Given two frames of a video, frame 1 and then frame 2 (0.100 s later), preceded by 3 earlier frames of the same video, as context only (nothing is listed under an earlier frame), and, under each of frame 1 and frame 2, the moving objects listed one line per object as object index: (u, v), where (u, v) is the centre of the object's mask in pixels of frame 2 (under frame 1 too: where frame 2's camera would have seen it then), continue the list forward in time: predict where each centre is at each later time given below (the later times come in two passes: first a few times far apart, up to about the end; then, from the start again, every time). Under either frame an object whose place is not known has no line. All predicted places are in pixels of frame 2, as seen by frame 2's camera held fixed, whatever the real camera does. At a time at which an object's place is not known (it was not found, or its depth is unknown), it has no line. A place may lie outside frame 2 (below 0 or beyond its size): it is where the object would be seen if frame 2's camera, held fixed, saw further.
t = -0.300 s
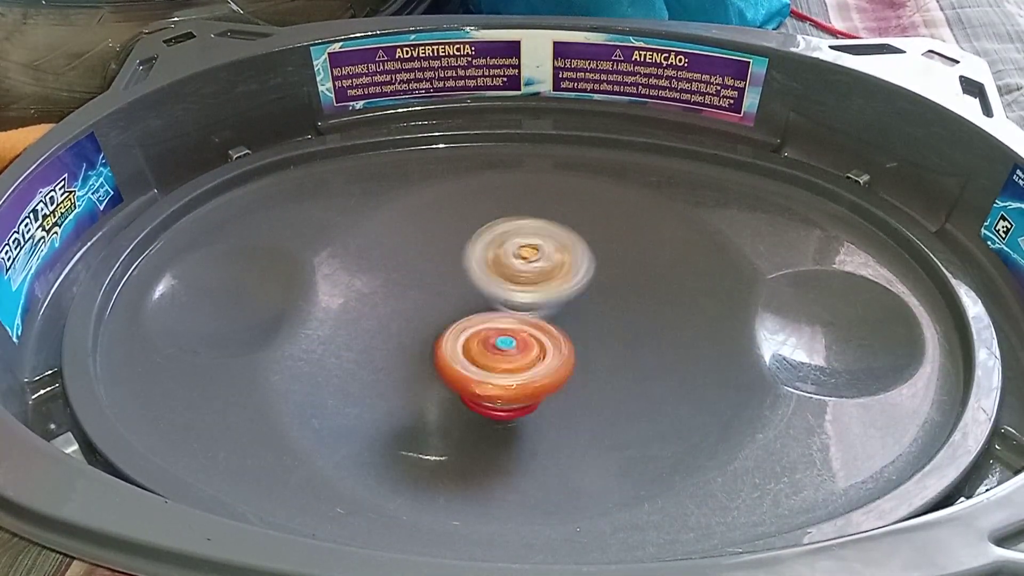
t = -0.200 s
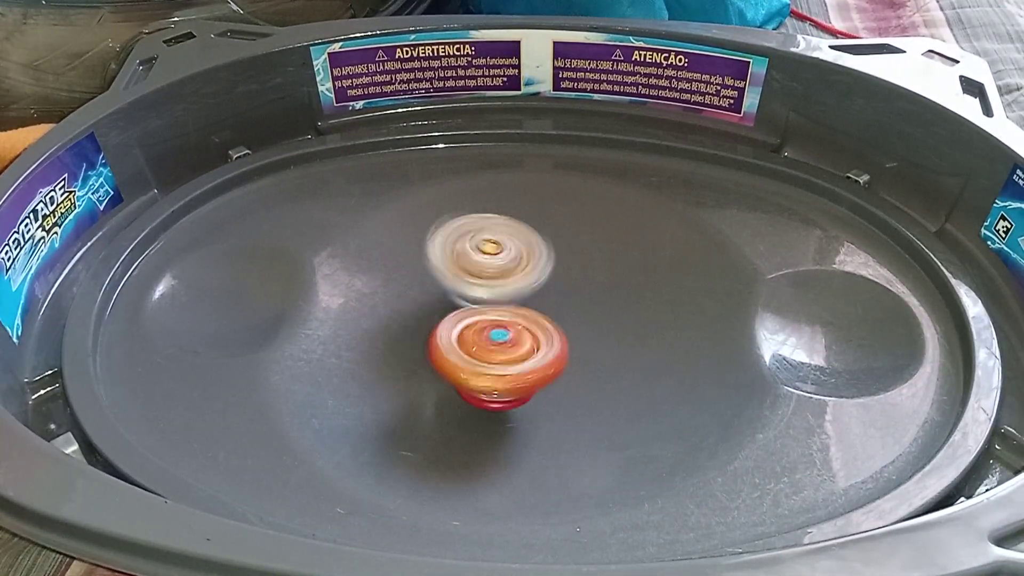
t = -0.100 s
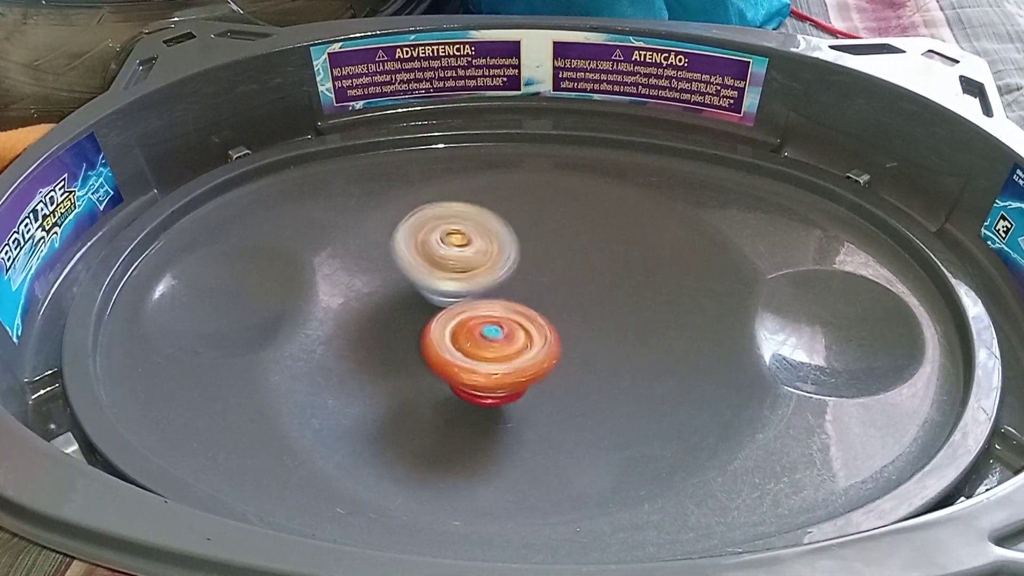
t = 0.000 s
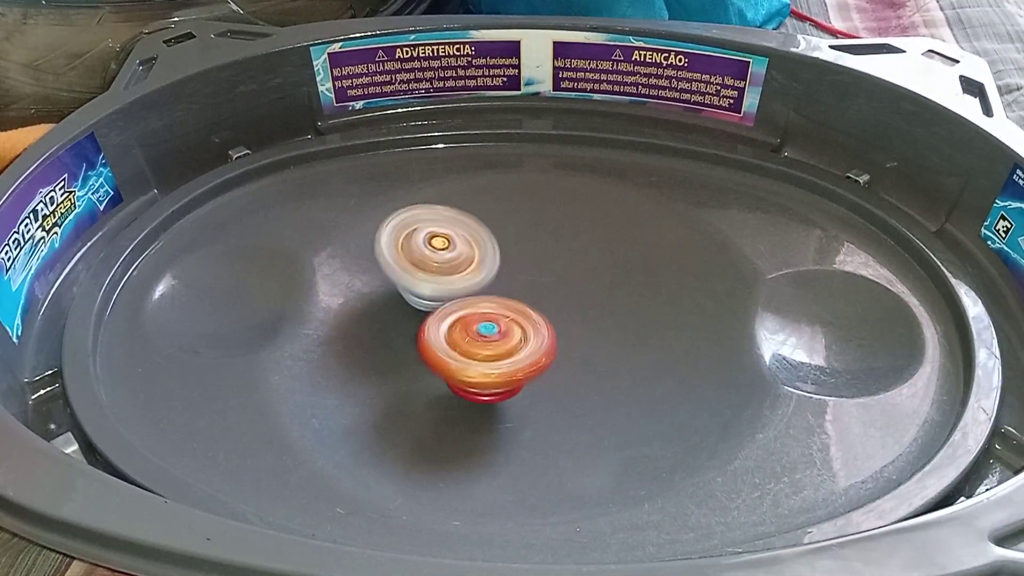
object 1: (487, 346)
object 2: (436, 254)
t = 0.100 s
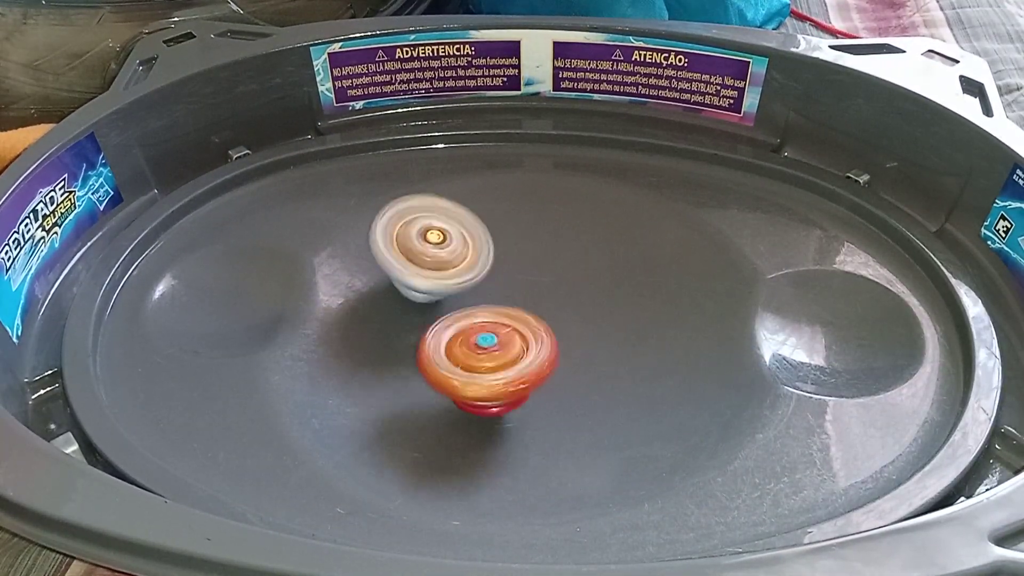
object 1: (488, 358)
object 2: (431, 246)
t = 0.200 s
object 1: (505, 369)
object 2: (433, 248)
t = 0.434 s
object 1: (550, 386)
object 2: (500, 273)
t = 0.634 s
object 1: (563, 392)
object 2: (575, 293)
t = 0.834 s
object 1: (511, 392)
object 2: (620, 310)
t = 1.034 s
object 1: (450, 327)
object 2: (598, 341)
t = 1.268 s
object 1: (441, 265)
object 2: (511, 364)
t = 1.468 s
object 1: (501, 274)
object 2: (432, 363)
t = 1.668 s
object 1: (584, 328)
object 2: (428, 346)
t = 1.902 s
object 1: (604, 383)
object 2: (502, 311)
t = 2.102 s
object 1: (524, 384)
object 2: (563, 277)
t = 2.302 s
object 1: (439, 324)
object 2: (573, 286)
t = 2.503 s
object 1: (430, 271)
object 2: (541, 339)
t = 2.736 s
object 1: (501, 288)
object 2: (478, 386)
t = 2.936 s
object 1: (586, 341)
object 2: (438, 389)
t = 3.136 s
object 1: (597, 386)
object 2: (462, 343)
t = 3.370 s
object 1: (530, 391)
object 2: (526, 255)
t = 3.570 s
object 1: (492, 352)
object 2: (593, 236)
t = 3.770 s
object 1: (465, 352)
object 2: (631, 293)
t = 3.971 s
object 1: (499, 338)
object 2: (584, 410)
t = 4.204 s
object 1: (559, 346)
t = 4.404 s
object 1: (580, 352)
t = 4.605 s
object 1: (587, 348)
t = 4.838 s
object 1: (573, 375)
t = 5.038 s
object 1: (560, 388)
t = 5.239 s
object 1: (575, 357)
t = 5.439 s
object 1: (556, 351)
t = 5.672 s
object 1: (547, 343)
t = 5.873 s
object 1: (550, 342)
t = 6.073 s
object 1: (549, 341)
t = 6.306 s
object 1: (549, 341)
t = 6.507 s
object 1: (549, 341)
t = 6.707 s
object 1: (549, 341)
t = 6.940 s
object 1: (549, 341)
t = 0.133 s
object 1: (494, 362)
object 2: (430, 245)
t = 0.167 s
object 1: (499, 367)
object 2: (431, 245)
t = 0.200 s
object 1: (505, 369)
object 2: (433, 248)
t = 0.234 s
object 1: (514, 371)
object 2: (437, 252)
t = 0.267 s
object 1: (520, 369)
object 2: (443, 258)
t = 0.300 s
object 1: (527, 366)
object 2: (451, 266)
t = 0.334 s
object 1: (533, 362)
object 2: (463, 272)
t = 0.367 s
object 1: (539, 371)
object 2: (476, 273)
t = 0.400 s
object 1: (545, 381)
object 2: (488, 271)
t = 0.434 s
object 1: (550, 386)
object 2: (500, 273)
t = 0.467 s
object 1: (558, 390)
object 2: (512, 276)
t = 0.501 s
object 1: (564, 393)
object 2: (524, 280)
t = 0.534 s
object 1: (567, 393)
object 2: (536, 284)
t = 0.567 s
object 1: (571, 393)
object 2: (549, 287)
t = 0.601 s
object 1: (569, 391)
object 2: (562, 291)
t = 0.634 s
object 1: (563, 392)
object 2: (575, 293)
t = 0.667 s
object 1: (553, 399)
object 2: (590, 294)
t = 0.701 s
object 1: (546, 401)
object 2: (602, 297)
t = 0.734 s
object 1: (540, 402)
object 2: (609, 299)
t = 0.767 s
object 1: (531, 400)
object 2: (615, 303)
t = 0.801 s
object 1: (520, 397)
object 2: (618, 306)
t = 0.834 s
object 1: (511, 392)
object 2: (620, 310)
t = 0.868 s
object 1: (500, 383)
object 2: (620, 314)
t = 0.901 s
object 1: (489, 375)
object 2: (617, 321)
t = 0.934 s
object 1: (479, 364)
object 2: (613, 326)
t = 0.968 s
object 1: (468, 353)
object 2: (608, 331)
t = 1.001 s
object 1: (459, 340)
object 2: (604, 336)
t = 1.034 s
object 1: (450, 327)
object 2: (598, 341)
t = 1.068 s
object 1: (444, 314)
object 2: (590, 347)
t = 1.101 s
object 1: (438, 301)
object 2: (581, 351)
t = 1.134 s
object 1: (436, 289)
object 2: (570, 355)
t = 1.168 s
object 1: (434, 279)
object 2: (558, 359)
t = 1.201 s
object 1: (434, 271)
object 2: (543, 361)
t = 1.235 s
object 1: (438, 267)
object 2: (527, 364)
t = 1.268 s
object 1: (441, 265)
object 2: (511, 364)
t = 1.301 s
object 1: (445, 264)
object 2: (494, 364)
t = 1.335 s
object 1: (452, 262)
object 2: (479, 362)
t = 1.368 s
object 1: (463, 262)
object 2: (463, 362)
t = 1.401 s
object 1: (475, 265)
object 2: (451, 363)
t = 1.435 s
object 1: (486, 268)
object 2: (440, 363)
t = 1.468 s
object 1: (501, 274)
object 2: (432, 363)
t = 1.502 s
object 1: (514, 282)
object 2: (426, 361)
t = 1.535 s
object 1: (529, 289)
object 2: (422, 359)
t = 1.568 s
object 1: (543, 299)
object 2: (420, 356)
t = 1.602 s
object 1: (557, 308)
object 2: (421, 354)
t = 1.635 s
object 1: (572, 317)
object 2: (424, 350)
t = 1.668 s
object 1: (584, 328)
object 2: (428, 346)
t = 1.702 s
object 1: (593, 338)
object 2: (435, 342)
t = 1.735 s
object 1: (603, 347)
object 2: (442, 338)
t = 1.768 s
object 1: (607, 357)
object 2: (454, 333)
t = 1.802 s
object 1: (610, 365)
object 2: (463, 327)
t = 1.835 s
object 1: (612, 372)
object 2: (478, 322)
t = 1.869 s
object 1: (608, 378)
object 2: (488, 317)
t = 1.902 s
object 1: (604, 383)
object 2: (502, 311)
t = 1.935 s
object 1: (597, 387)
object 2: (513, 307)
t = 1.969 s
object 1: (586, 388)
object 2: (526, 299)
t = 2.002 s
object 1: (573, 390)
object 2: (535, 295)
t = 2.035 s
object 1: (559, 390)
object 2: (547, 287)
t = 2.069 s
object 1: (542, 387)
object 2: (556, 282)
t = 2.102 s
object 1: (524, 384)
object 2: (563, 277)
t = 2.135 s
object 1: (507, 378)
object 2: (568, 274)
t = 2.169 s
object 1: (491, 370)
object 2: (571, 274)
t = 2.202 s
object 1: (475, 360)
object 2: (572, 274)
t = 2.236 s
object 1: (462, 349)
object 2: (574, 276)
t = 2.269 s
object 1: (451, 337)
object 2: (573, 281)
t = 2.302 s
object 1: (439, 324)
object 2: (573, 286)
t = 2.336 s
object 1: (431, 312)
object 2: (570, 293)
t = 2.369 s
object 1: (428, 302)
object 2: (567, 300)
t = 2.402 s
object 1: (425, 292)
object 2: (562, 308)
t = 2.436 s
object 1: (426, 285)
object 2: (555, 318)
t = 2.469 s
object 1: (427, 277)
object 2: (548, 329)
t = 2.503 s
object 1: (430, 271)
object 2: (541, 339)
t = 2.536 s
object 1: (437, 269)
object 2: (533, 349)
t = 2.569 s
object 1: (443, 268)
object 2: (526, 358)
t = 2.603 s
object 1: (450, 270)
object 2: (516, 366)
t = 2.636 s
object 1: (459, 272)
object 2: (507, 372)
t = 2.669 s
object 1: (473, 277)
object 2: (498, 378)
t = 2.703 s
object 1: (486, 282)
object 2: (489, 381)
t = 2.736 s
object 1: (501, 288)
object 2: (478, 386)
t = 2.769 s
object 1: (517, 294)
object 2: (467, 390)
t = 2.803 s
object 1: (535, 305)
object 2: (456, 394)
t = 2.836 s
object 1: (547, 315)
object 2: (449, 395)
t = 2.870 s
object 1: (562, 324)
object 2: (444, 395)
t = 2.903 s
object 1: (577, 332)
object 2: (440, 393)
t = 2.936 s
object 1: (586, 341)
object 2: (438, 389)
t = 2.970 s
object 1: (594, 352)
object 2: (438, 386)
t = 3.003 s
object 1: (601, 361)
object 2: (440, 379)
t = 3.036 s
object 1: (606, 369)
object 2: (441, 371)
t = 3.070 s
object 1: (605, 375)
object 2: (448, 362)
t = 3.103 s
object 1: (602, 382)
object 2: (453, 353)
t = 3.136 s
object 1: (597, 386)
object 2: (462, 343)
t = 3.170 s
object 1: (590, 390)
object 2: (470, 334)
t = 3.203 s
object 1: (582, 397)
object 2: (478, 319)
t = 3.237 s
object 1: (572, 400)
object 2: (490, 305)
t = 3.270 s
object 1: (558, 402)
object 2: (498, 288)
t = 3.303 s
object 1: (547, 405)
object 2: (505, 276)
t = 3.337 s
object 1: (538, 399)
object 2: (515, 265)
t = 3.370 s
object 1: (530, 391)
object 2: (526, 255)
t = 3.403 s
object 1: (524, 380)
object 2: (533, 249)
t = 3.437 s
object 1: (521, 367)
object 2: (539, 243)
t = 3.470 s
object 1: (520, 354)
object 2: (549, 242)
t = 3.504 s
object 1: (521, 342)
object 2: (556, 243)
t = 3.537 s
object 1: (512, 342)
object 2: (571, 238)
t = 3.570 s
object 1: (492, 352)
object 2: (593, 236)
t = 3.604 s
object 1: (475, 354)
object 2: (606, 241)
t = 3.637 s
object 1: (462, 355)
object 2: (614, 246)
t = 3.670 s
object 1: (458, 355)
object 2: (621, 254)
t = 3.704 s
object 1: (459, 358)
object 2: (626, 265)
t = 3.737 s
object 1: (461, 354)
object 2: (630, 277)
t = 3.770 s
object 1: (465, 352)
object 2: (631, 293)
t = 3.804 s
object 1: (472, 349)
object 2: (630, 312)
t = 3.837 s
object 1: (481, 345)
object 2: (625, 332)
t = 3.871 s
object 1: (490, 344)
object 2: (618, 353)
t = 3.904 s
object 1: (493, 345)
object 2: (608, 373)
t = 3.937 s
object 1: (495, 340)
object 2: (598, 392)
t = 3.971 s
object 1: (499, 338)
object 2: (584, 410)
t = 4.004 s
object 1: (507, 339)
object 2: (570, 424)
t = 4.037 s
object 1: (515, 338)
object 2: (553, 435)
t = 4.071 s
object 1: (522, 338)
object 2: (536, 442)
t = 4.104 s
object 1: (531, 339)
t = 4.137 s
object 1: (541, 339)
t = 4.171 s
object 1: (551, 343)
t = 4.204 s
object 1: (559, 346)
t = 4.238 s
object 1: (566, 346)
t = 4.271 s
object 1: (572, 348)
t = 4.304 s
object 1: (577, 349)
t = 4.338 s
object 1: (579, 350)
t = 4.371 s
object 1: (581, 351)
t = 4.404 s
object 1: (580, 352)
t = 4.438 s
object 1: (579, 352)
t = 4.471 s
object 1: (578, 351)
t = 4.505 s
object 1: (579, 349)
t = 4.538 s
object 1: (582, 348)
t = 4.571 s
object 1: (585, 348)
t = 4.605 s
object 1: (587, 348)
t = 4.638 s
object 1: (588, 348)
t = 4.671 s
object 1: (587, 349)
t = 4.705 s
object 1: (585, 351)
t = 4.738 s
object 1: (581, 353)
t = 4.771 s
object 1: (576, 360)
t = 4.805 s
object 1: (574, 369)
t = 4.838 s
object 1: (573, 375)
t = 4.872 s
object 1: (569, 378)
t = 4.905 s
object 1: (567, 382)
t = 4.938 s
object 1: (564, 383)
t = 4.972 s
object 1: (563, 385)
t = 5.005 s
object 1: (561, 386)
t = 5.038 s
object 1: (560, 388)
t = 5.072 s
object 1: (555, 388)
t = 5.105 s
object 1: (553, 388)
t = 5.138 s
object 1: (552, 387)
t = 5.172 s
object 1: (551, 386)
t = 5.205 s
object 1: (550, 385)
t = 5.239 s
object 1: (575, 357)
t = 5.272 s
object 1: (575, 357)
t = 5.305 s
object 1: (547, 384)
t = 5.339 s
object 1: (570, 355)
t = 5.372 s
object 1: (566, 354)
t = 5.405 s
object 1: (561, 352)
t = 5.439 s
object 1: (556, 351)
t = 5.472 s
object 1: (553, 349)
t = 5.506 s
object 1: (550, 347)
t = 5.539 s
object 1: (548, 346)
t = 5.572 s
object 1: (547, 345)
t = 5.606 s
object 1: (546, 344)
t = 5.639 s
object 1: (547, 344)
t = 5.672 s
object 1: (547, 343)
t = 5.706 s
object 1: (548, 342)
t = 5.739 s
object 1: (549, 342)
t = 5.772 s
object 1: (550, 342)
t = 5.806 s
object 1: (550, 342)
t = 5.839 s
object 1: (550, 342)
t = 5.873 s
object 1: (550, 342)
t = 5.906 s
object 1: (550, 342)
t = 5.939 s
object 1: (550, 342)
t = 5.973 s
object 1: (550, 341)
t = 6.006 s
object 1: (549, 341)
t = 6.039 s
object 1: (549, 341)
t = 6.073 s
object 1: (549, 341)
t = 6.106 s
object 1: (549, 341)
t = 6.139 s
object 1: (549, 341)
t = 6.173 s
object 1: (549, 341)
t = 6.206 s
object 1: (549, 341)
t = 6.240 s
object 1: (549, 341)
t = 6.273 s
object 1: (549, 341)
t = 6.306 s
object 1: (549, 341)
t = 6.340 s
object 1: (549, 341)
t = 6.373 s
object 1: (549, 341)
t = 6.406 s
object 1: (549, 341)
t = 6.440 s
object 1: (549, 341)
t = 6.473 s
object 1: (549, 341)
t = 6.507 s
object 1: (549, 341)
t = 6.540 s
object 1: (549, 341)
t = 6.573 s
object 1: (549, 341)
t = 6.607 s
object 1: (549, 341)
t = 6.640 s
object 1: (549, 341)
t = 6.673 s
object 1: (549, 342)
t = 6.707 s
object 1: (549, 341)
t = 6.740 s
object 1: (549, 342)
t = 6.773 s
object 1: (549, 341)
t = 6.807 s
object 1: (549, 342)
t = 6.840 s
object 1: (549, 341)
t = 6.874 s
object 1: (549, 341)
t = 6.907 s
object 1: (549, 341)
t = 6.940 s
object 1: (549, 341)
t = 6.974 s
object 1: (549, 342)
